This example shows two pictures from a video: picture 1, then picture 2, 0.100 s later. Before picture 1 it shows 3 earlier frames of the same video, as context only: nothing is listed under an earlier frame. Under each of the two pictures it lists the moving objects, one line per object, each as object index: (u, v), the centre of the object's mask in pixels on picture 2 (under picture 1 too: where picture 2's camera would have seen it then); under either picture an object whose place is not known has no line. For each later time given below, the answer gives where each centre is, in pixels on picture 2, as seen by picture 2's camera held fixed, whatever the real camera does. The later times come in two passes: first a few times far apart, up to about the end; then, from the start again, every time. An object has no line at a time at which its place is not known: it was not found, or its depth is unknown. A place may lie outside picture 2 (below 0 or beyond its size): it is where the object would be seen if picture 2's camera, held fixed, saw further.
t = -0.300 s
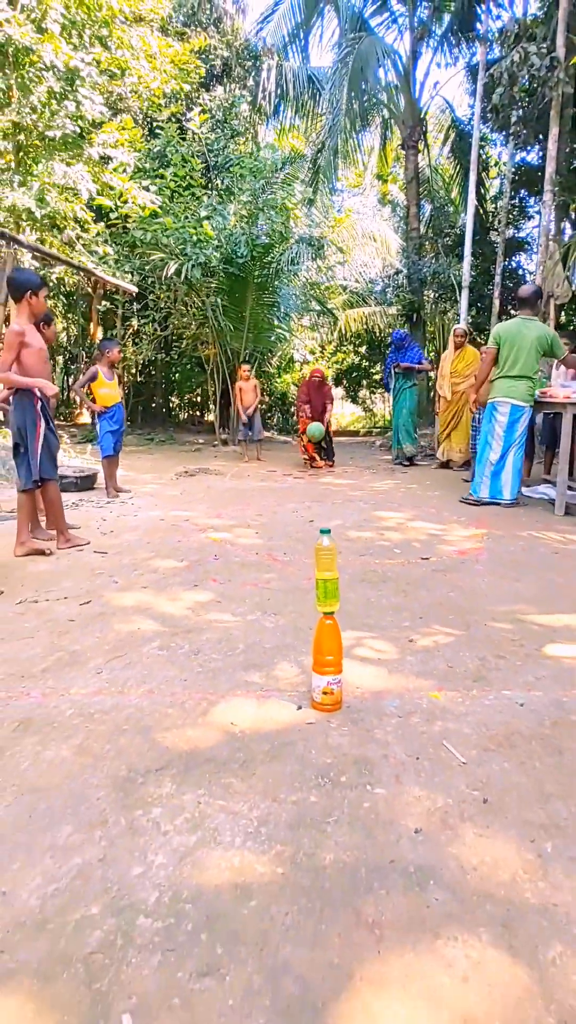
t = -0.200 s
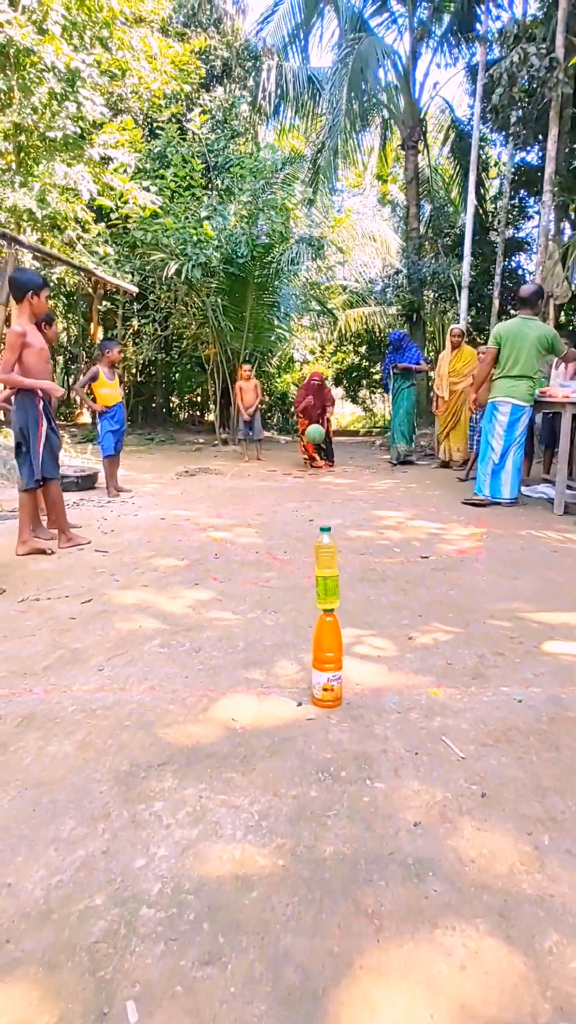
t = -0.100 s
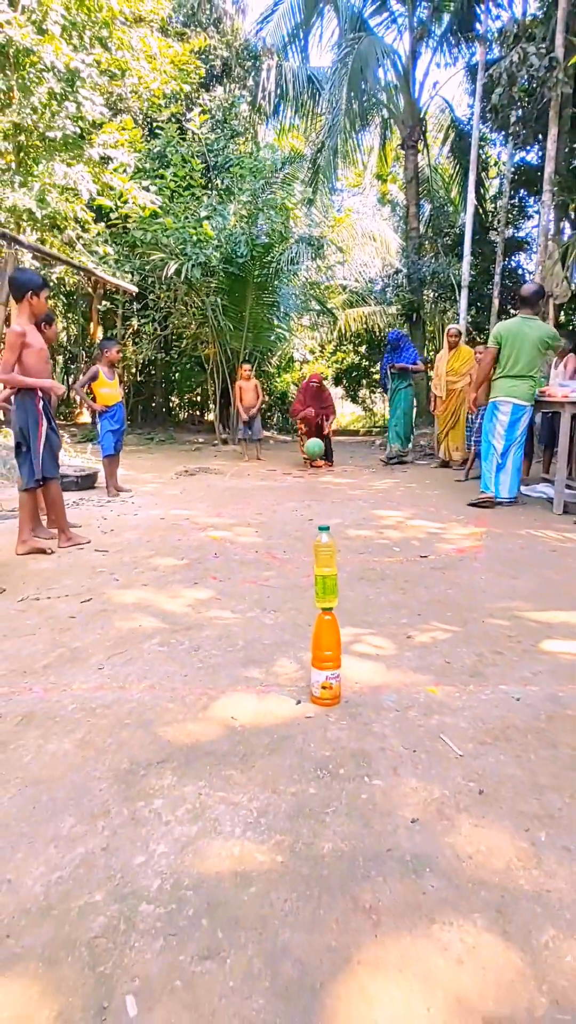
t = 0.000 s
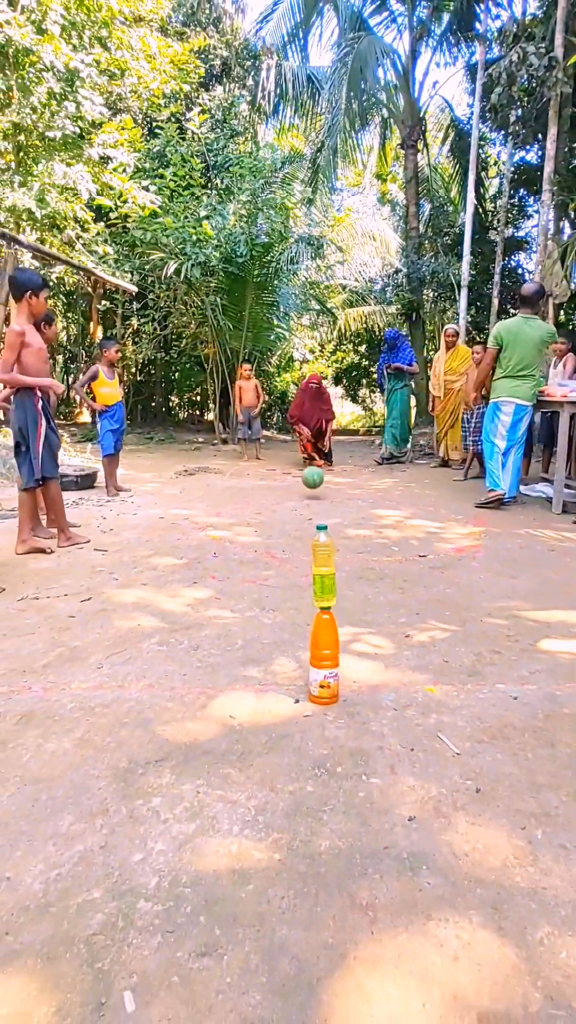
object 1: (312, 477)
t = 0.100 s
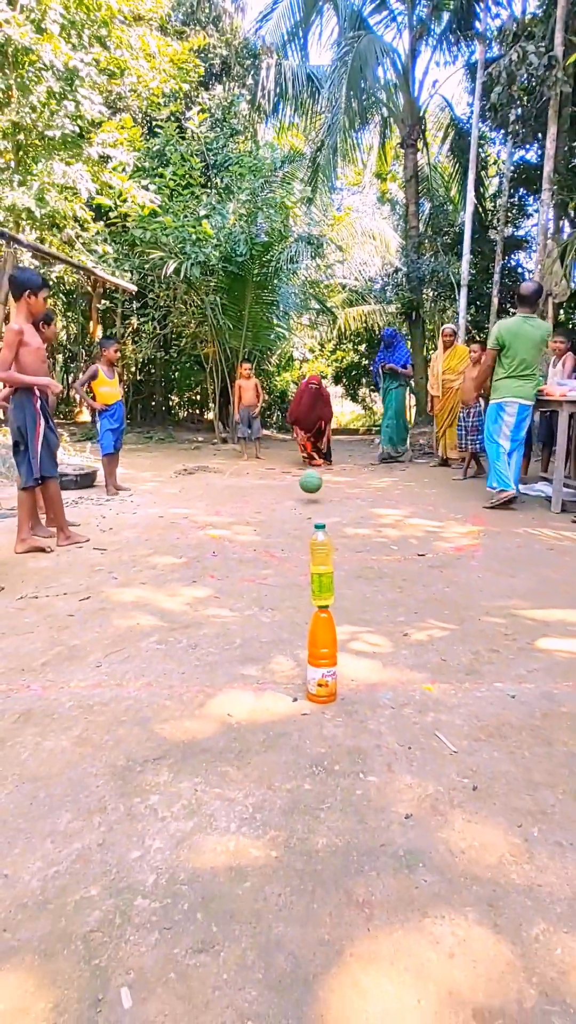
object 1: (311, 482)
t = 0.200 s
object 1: (309, 476)
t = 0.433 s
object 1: (304, 504)
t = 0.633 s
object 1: (296, 513)
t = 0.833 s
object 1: (285, 525)
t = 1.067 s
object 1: (266, 543)
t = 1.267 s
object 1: (242, 559)
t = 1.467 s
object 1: (214, 576)
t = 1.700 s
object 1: (171, 603)
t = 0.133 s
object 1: (310, 478)
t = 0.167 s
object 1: (310, 477)
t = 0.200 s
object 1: (309, 476)
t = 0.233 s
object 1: (309, 477)
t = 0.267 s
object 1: (308, 479)
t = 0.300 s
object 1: (308, 484)
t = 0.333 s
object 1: (307, 490)
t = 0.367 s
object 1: (306, 497)
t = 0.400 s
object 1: (306, 506)
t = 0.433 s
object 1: (304, 504)
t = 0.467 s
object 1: (303, 501)
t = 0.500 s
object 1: (301, 500)
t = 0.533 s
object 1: (301, 500)
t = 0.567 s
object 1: (299, 502)
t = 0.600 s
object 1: (297, 507)
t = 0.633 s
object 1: (296, 513)
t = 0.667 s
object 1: (294, 519)
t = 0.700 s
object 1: (293, 518)
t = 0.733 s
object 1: (291, 516)
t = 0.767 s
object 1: (289, 517)
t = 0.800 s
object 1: (287, 520)
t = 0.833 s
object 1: (285, 525)
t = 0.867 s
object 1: (283, 531)
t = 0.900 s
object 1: (280, 531)
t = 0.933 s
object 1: (278, 532)
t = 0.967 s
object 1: (275, 535)
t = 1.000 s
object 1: (272, 538)
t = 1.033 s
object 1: (269, 540)
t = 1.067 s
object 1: (266, 543)
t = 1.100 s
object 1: (262, 546)
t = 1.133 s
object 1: (259, 548)
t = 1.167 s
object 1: (255, 551)
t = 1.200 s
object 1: (251, 553)
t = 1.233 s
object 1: (247, 556)
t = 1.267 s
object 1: (242, 559)
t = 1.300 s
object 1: (238, 562)
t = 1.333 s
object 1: (234, 564)
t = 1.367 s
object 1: (229, 567)
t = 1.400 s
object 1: (224, 571)
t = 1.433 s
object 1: (219, 573)
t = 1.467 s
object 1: (214, 576)
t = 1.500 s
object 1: (209, 579)
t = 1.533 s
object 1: (203, 584)
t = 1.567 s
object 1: (197, 588)
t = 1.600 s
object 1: (191, 592)
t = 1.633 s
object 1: (185, 595)
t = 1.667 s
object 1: (178, 599)
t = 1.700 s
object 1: (171, 603)
